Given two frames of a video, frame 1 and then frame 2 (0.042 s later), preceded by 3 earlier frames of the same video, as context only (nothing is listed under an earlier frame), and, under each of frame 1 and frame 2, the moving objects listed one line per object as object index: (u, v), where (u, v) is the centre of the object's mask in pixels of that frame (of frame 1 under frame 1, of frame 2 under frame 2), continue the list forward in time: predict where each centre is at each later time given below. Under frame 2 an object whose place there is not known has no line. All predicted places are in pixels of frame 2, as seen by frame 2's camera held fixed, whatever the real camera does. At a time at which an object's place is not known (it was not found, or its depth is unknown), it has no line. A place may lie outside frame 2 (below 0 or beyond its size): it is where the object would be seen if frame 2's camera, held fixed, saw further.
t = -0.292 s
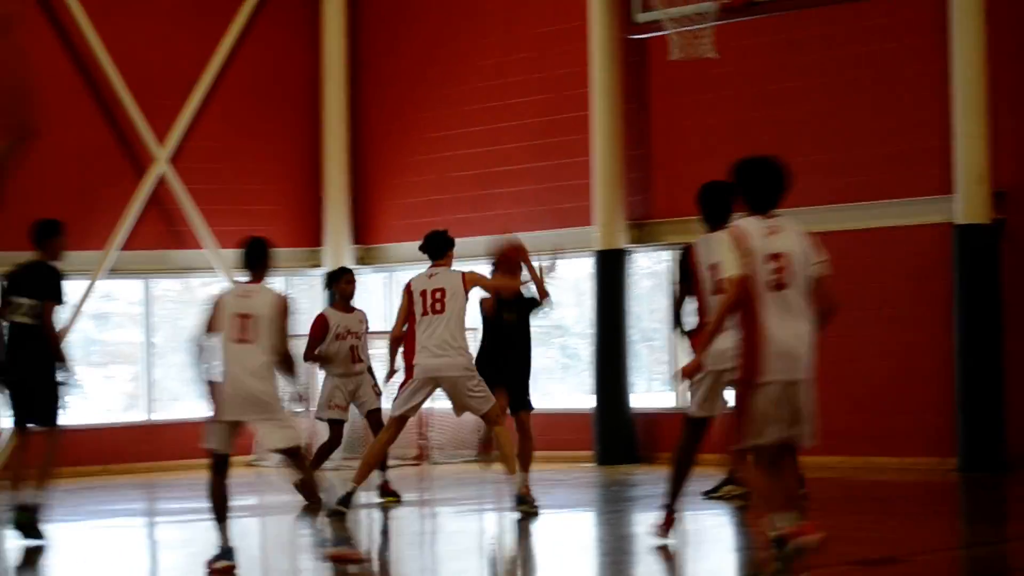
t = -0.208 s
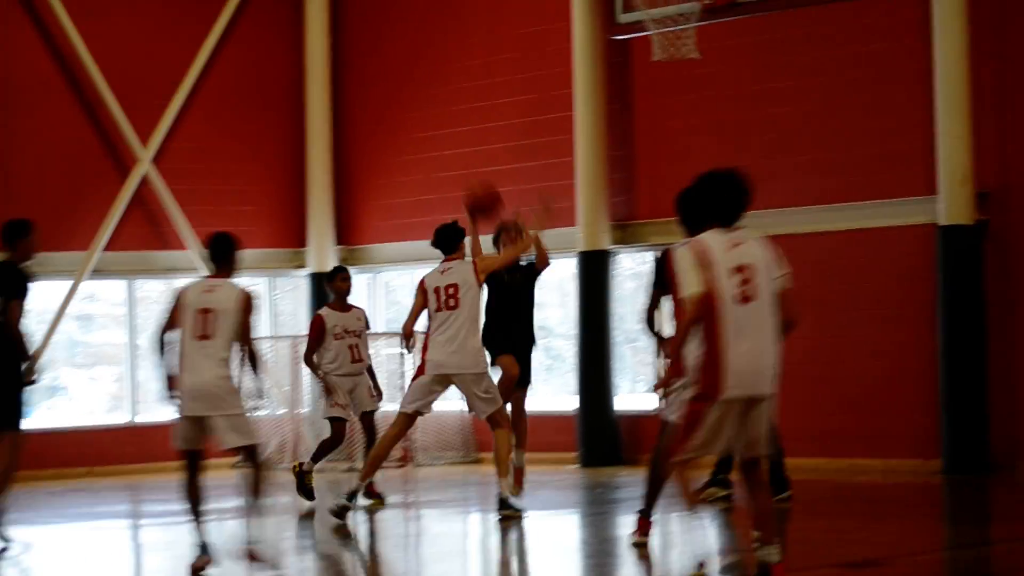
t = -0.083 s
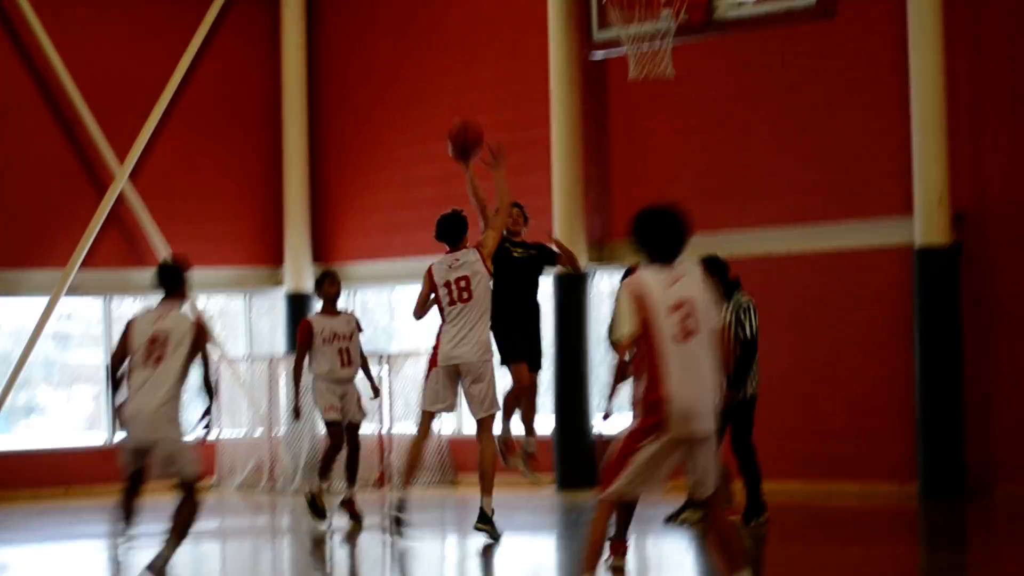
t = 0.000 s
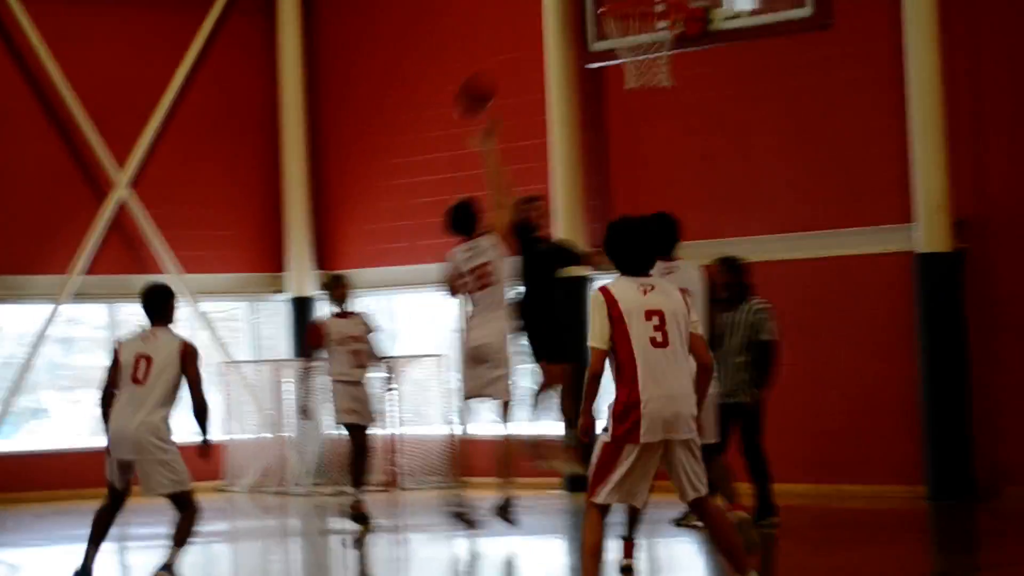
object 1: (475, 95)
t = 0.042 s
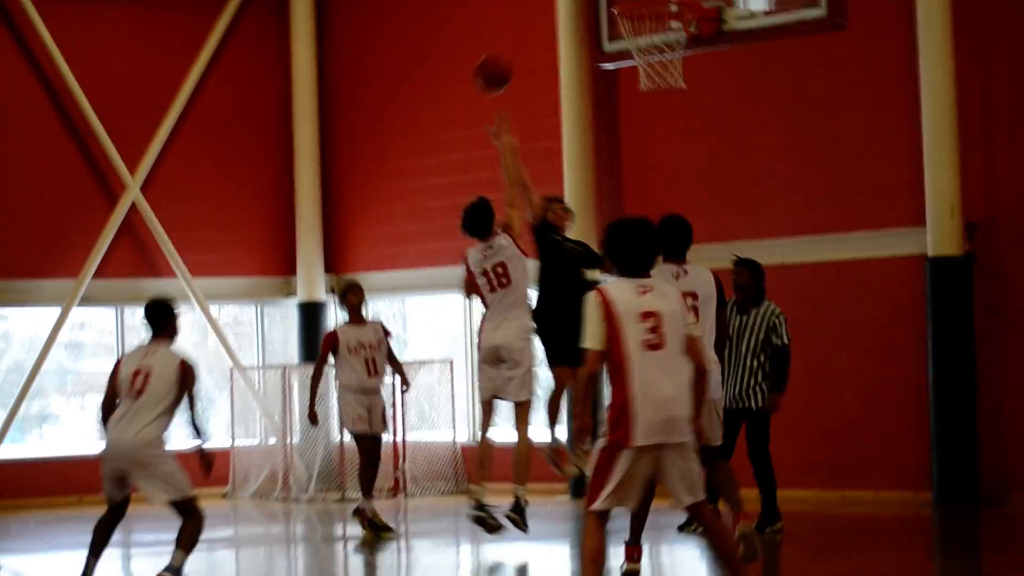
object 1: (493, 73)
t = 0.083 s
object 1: (499, 55)
